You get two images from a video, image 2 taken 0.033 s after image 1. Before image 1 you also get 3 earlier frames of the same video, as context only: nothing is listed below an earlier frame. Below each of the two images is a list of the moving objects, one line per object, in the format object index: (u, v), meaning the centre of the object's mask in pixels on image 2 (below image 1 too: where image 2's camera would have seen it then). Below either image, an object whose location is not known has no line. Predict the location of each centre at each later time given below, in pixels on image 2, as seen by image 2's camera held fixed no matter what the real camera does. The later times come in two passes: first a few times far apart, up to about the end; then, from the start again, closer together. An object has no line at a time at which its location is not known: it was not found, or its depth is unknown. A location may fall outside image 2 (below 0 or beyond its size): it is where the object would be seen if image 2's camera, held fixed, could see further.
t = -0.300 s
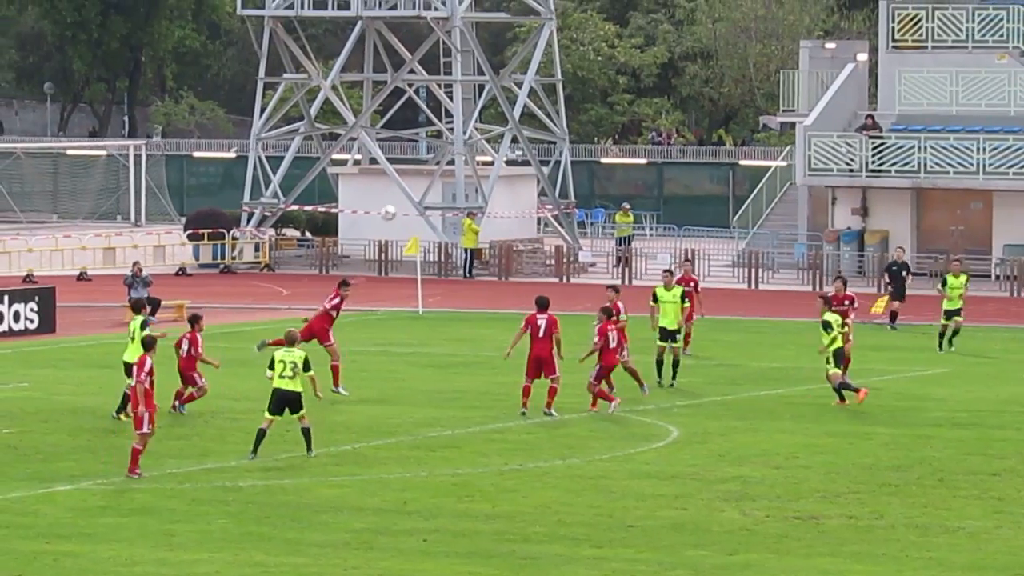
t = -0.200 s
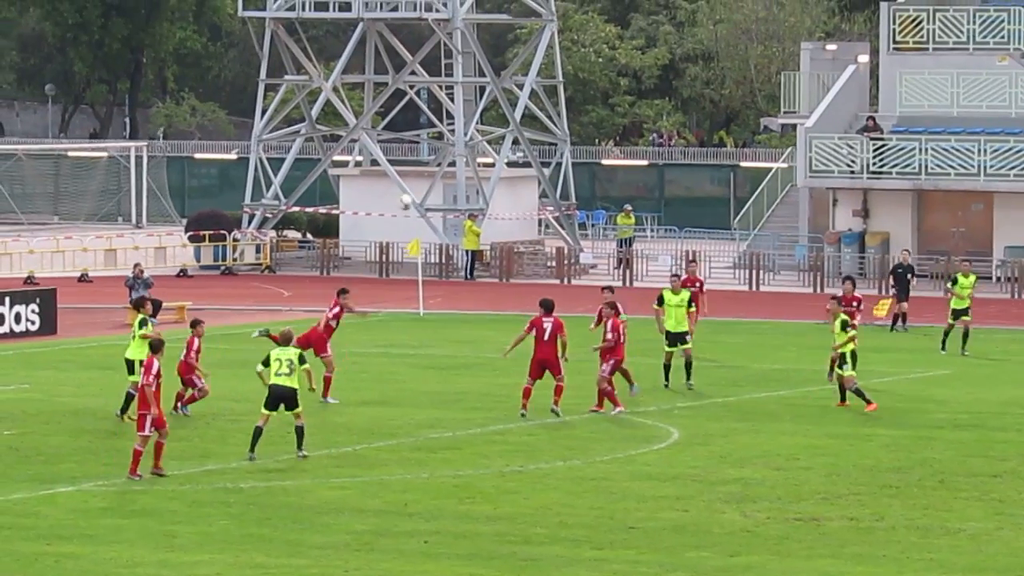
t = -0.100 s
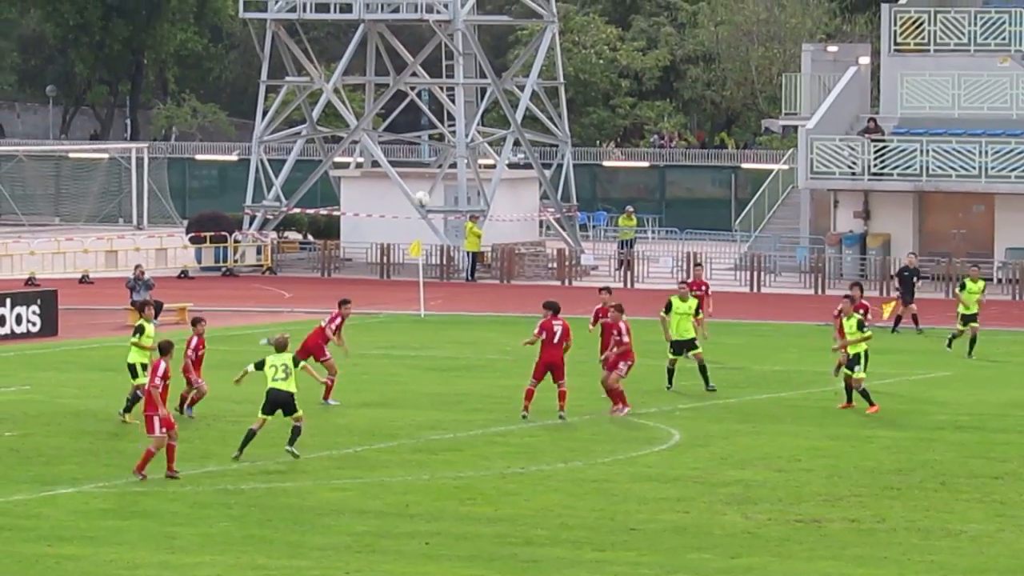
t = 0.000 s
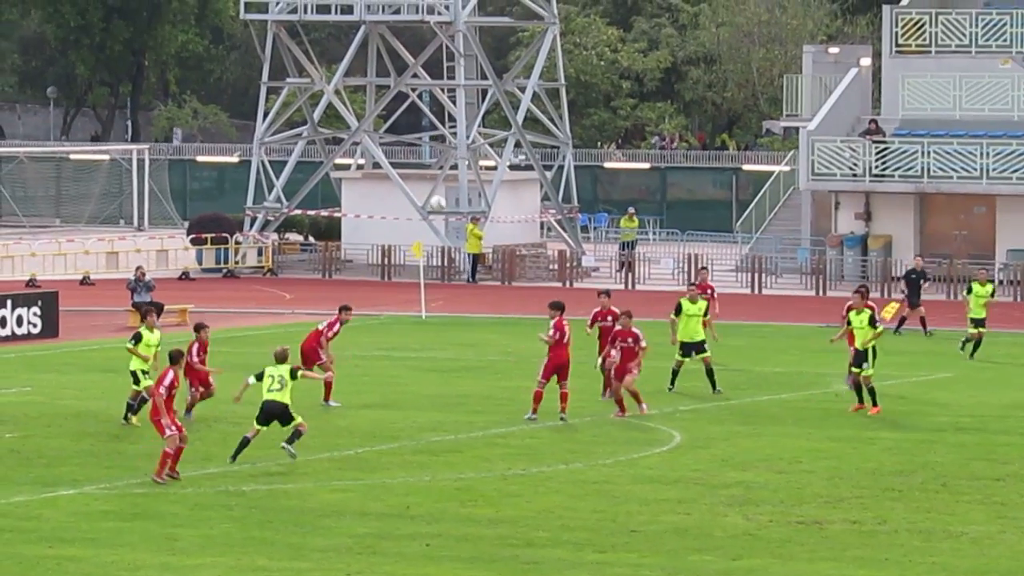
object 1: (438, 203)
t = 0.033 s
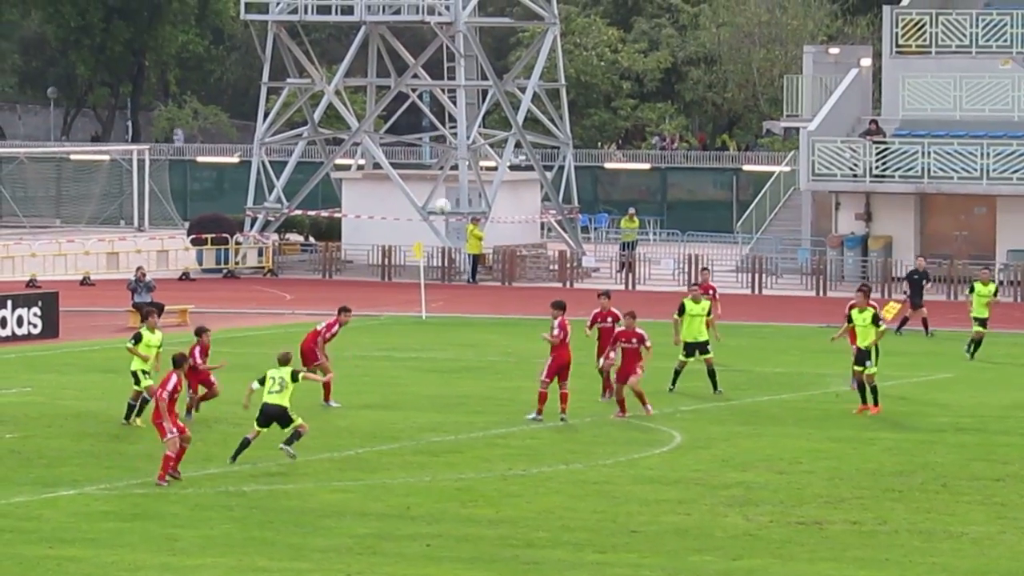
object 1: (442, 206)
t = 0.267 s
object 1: (474, 249)
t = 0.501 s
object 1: (502, 338)
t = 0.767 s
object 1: (523, 418)
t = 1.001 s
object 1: (529, 355)
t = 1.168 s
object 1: (531, 336)
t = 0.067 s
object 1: (447, 209)
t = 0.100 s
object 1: (452, 214)
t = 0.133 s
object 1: (456, 219)
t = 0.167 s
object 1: (460, 225)
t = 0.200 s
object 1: (464, 232)
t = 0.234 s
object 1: (469, 241)
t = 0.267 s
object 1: (474, 249)
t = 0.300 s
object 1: (478, 259)
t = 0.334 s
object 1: (482, 270)
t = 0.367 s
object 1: (486, 281)
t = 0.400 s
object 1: (490, 294)
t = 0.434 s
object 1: (494, 307)
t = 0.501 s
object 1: (502, 338)
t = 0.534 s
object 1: (505, 354)
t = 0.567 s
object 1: (508, 371)
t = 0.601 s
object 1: (512, 389)
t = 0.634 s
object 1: (515, 409)
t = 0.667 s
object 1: (519, 429)
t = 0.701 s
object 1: (521, 444)
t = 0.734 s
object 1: (522, 431)
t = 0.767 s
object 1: (523, 418)
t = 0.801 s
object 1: (525, 407)
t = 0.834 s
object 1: (525, 396)
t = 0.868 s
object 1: (526, 385)
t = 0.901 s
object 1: (527, 377)
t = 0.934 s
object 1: (528, 368)
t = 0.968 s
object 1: (528, 361)
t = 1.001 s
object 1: (529, 355)
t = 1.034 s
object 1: (529, 349)
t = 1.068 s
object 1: (530, 344)
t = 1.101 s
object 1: (530, 341)
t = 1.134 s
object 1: (531, 338)
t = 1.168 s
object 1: (531, 336)
